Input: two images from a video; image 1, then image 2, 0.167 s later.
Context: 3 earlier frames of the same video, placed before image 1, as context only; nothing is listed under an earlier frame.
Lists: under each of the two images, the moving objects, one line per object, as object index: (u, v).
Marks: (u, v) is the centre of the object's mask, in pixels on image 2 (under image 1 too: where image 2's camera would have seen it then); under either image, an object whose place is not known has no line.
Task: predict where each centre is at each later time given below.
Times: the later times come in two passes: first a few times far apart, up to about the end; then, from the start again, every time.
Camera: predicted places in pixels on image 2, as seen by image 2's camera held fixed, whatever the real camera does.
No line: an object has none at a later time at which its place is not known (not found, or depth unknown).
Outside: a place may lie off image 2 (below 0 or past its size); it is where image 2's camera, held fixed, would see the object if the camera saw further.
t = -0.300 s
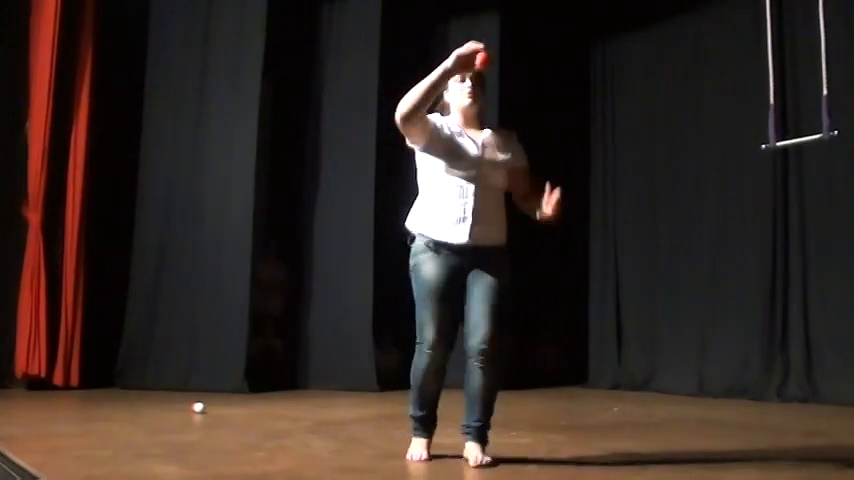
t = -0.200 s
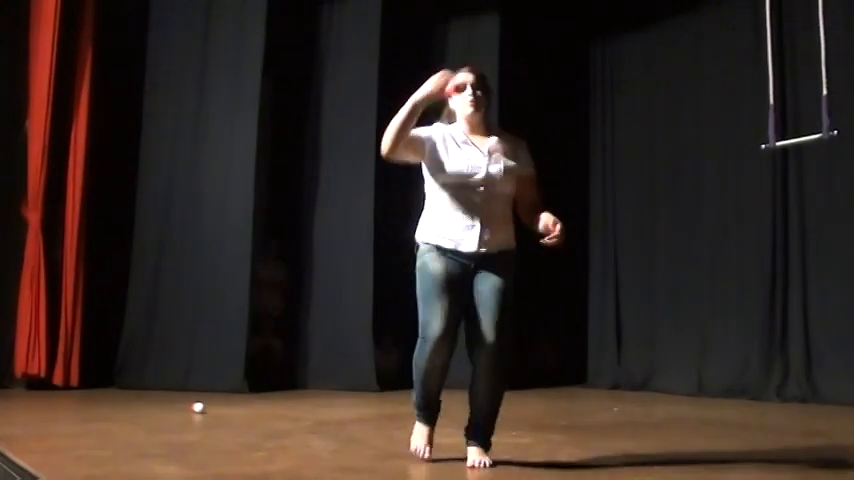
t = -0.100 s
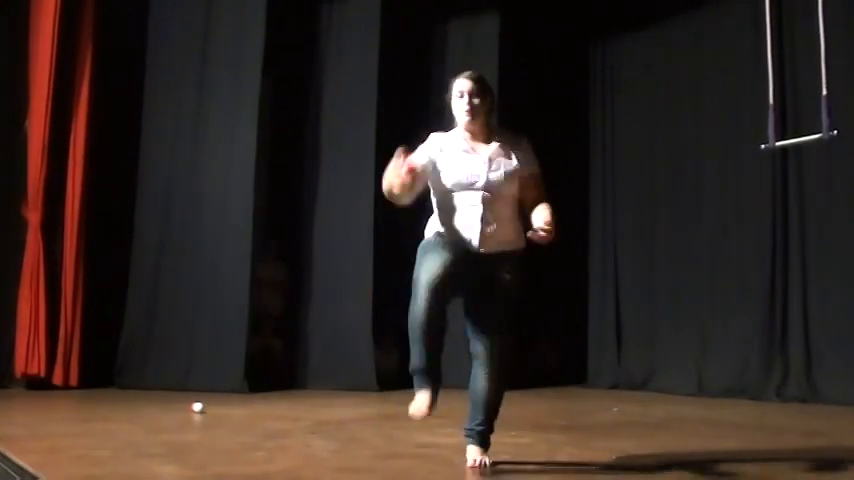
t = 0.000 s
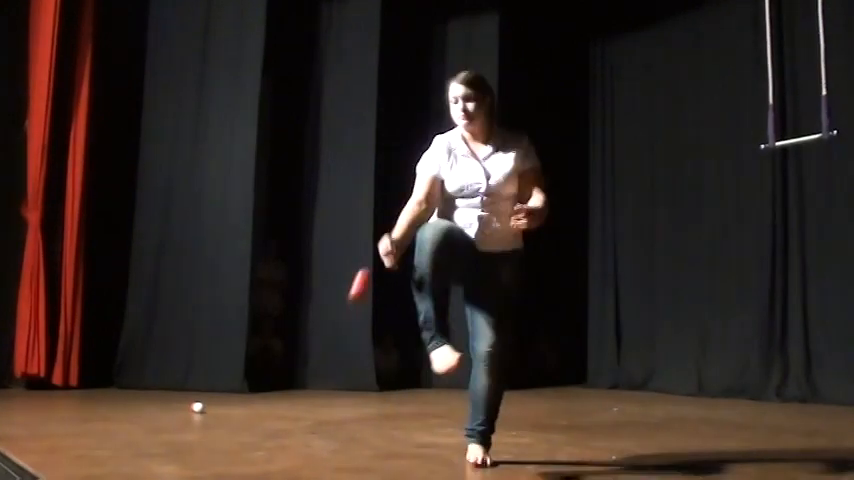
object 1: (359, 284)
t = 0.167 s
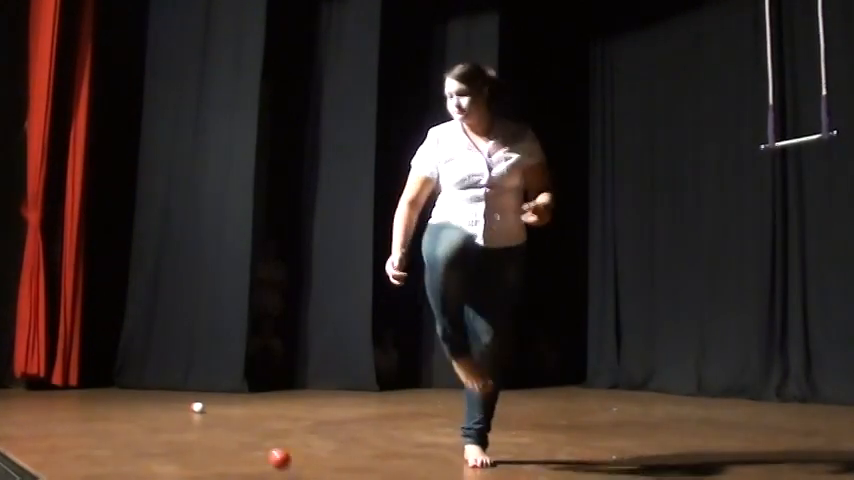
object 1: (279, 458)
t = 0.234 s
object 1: (257, 430)
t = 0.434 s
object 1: (188, 432)
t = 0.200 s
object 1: (268, 442)
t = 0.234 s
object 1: (257, 430)
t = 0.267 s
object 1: (246, 423)
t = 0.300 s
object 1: (234, 418)
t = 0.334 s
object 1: (224, 416)
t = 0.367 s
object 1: (212, 418)
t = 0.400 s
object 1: (200, 423)
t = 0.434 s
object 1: (188, 432)
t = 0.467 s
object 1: (176, 445)
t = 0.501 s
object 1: (164, 462)
